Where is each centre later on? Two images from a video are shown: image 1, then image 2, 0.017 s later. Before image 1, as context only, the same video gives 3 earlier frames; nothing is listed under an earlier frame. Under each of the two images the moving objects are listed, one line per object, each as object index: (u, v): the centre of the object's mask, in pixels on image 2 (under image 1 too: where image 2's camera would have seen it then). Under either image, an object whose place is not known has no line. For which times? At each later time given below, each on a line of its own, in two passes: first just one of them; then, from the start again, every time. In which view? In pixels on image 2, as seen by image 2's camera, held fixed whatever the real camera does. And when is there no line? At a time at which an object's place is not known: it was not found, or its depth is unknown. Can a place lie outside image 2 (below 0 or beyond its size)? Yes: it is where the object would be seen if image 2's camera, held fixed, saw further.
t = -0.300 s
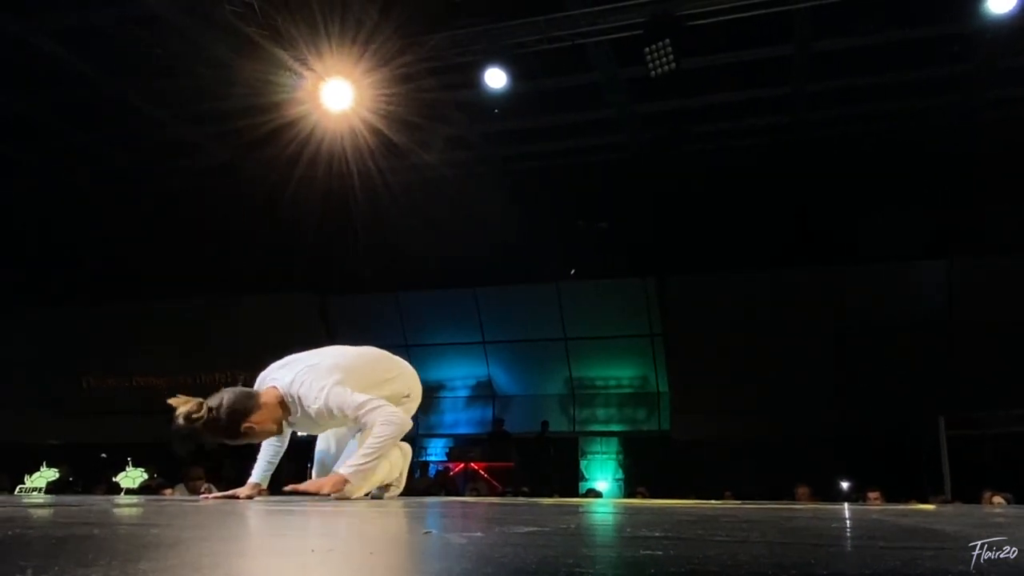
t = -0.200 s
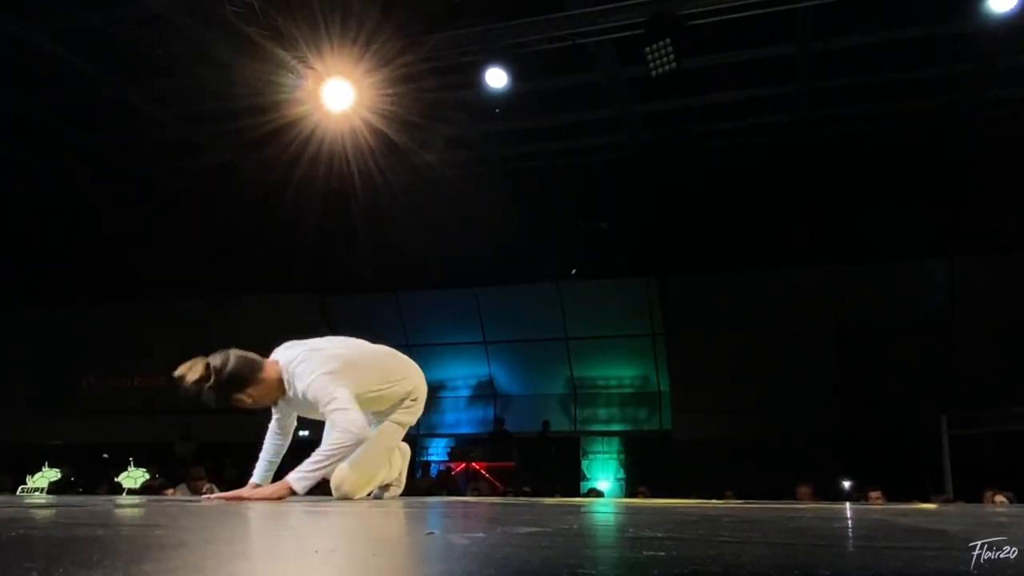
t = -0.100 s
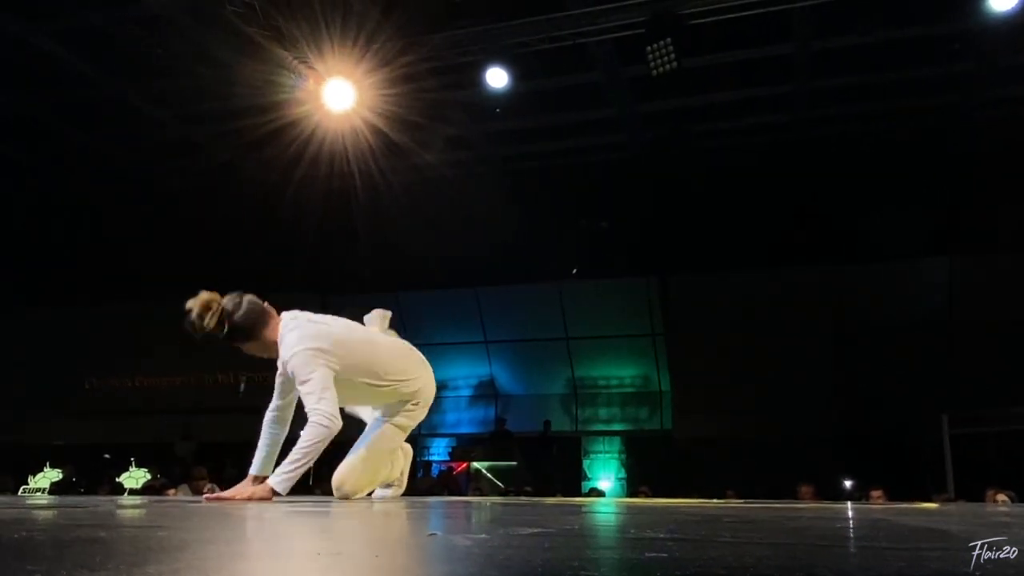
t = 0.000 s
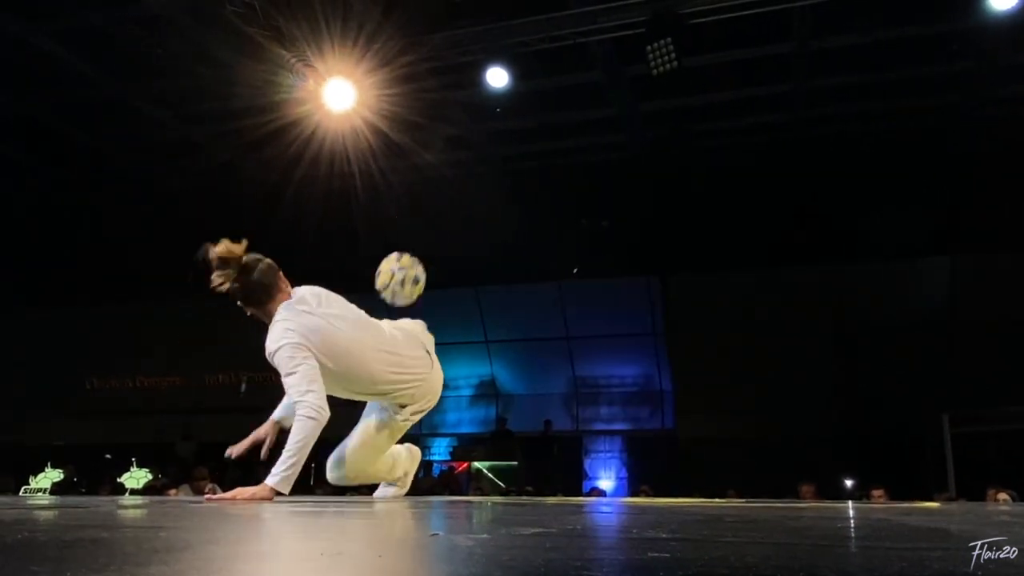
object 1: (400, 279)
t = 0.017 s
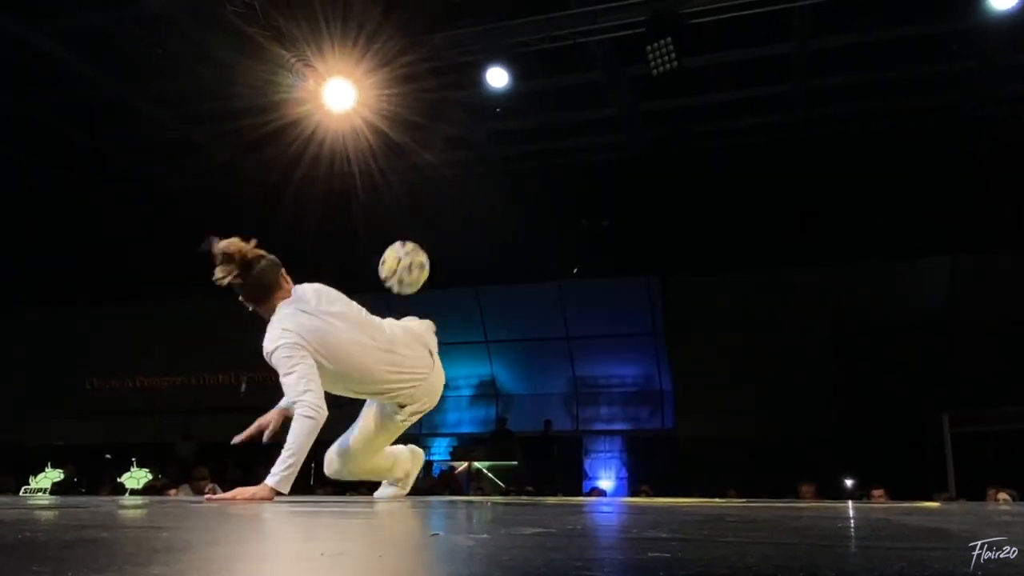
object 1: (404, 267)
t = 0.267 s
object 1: (456, 171)
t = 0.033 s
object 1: (408, 257)
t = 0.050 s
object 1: (411, 247)
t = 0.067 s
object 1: (415, 237)
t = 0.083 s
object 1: (419, 229)
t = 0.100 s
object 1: (422, 220)
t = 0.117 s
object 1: (426, 213)
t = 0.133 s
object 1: (429, 206)
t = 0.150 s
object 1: (432, 200)
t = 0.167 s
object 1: (436, 194)
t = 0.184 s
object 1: (439, 188)
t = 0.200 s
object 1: (443, 184)
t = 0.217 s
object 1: (446, 180)
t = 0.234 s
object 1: (450, 176)
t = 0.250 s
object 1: (453, 174)
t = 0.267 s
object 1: (456, 171)
